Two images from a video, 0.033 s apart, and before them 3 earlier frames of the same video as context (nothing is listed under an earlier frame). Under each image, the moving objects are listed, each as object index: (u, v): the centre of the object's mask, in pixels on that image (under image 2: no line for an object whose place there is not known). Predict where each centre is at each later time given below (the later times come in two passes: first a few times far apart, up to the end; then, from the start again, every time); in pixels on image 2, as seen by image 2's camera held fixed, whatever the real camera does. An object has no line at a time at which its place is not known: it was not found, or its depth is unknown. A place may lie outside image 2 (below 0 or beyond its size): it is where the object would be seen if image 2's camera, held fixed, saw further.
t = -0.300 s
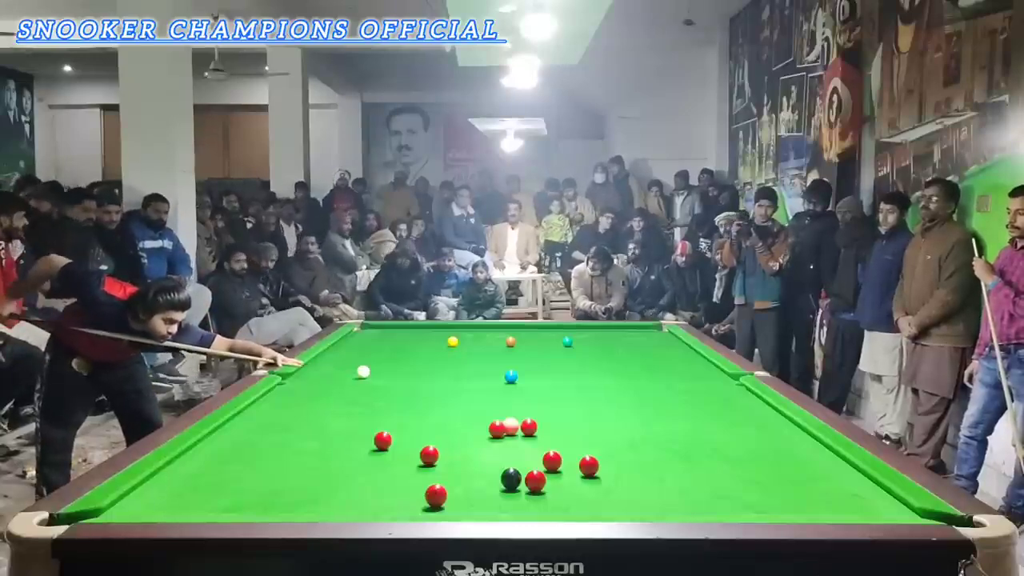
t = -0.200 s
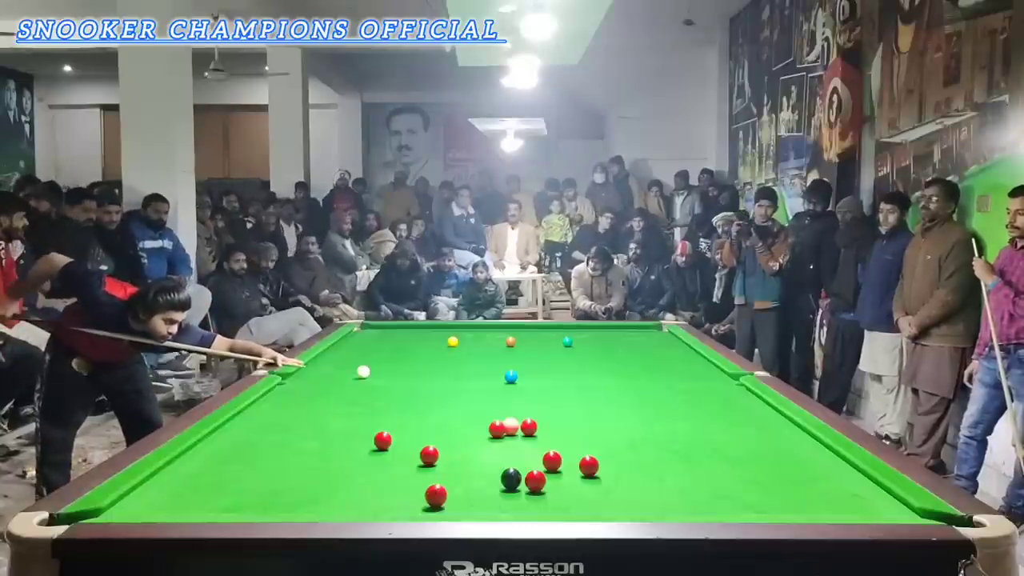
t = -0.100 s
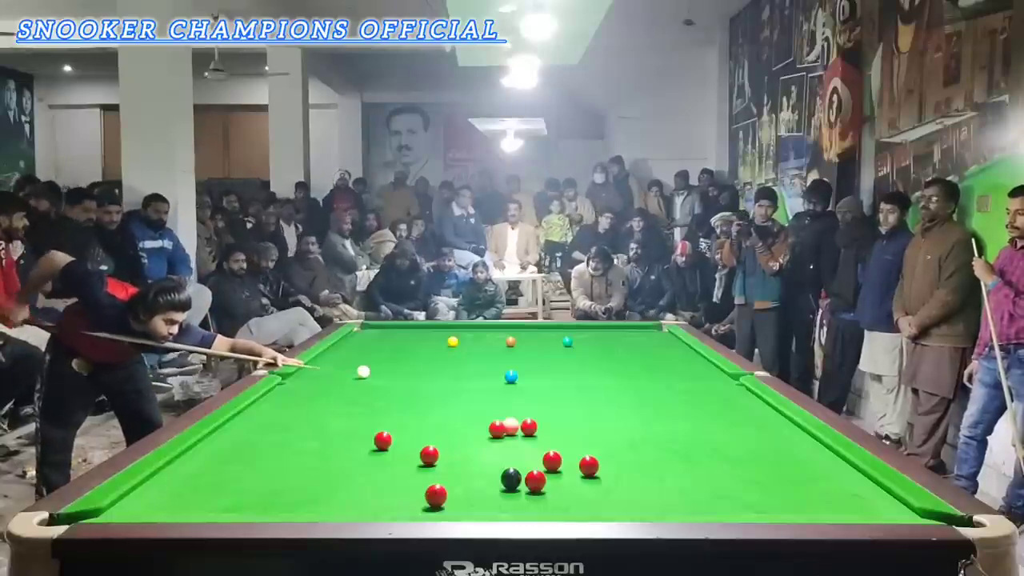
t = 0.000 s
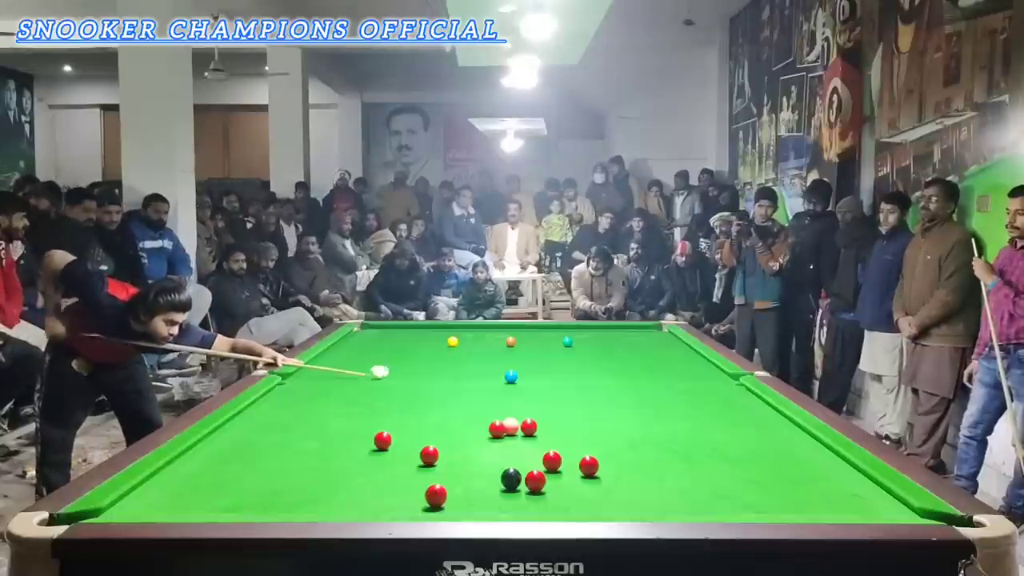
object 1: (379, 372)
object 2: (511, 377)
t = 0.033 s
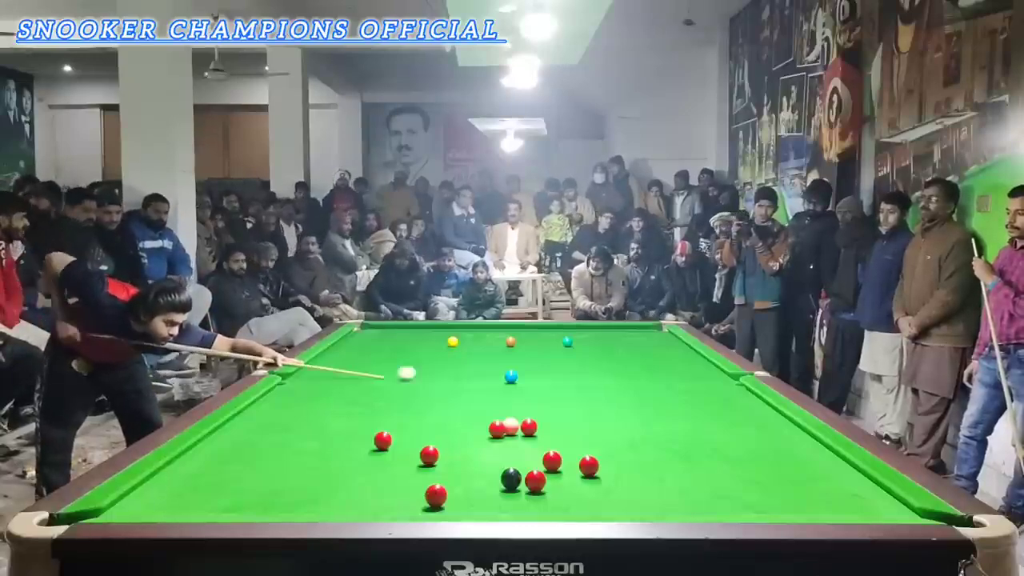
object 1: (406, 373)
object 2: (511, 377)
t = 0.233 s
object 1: (498, 378)
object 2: (568, 377)
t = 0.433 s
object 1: (491, 380)
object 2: (690, 378)
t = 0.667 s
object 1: (483, 383)
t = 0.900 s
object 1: (476, 385)
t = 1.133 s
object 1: (469, 388)
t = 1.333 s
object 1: (463, 390)
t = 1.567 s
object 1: (457, 392)
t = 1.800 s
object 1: (452, 394)
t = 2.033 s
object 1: (447, 395)
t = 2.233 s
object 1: (444, 397)
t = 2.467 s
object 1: (441, 397)
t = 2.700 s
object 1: (439, 398)
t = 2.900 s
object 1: (437, 399)
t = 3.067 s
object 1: (436, 399)
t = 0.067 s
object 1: (433, 374)
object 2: (511, 377)
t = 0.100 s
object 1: (459, 374)
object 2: (511, 377)
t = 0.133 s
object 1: (484, 376)
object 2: (511, 377)
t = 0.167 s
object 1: (498, 377)
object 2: (521, 376)
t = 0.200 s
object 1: (498, 377)
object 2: (545, 377)
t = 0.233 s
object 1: (498, 378)
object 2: (568, 377)
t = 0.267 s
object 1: (496, 378)
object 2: (590, 377)
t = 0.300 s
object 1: (495, 379)
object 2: (612, 377)
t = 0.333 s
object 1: (494, 379)
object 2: (632, 377)
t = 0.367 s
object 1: (493, 379)
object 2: (652, 378)
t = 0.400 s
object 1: (492, 380)
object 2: (671, 378)
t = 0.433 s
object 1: (491, 380)
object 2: (690, 378)
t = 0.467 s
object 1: (489, 381)
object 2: (708, 378)
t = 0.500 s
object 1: (488, 381)
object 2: (725, 378)
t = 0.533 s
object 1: (488, 381)
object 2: (743, 376)
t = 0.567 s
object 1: (486, 382)
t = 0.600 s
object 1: (485, 382)
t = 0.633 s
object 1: (484, 383)
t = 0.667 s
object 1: (483, 383)
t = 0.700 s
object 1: (482, 383)
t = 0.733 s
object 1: (481, 384)
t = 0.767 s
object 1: (480, 384)
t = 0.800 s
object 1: (479, 384)
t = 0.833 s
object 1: (478, 385)
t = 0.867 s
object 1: (477, 385)
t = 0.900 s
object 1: (476, 385)
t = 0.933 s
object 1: (475, 386)
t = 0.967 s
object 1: (474, 386)
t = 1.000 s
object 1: (473, 387)
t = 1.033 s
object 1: (472, 387)
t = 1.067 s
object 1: (471, 387)
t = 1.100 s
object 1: (470, 388)
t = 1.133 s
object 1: (469, 388)
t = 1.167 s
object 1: (468, 389)
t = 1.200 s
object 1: (467, 389)
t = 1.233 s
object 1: (466, 390)
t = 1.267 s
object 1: (465, 389)
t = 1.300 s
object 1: (464, 390)
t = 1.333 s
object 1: (463, 390)
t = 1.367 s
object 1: (462, 391)
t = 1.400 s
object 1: (461, 391)
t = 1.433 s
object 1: (460, 391)
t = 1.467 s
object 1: (459, 391)
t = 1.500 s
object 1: (459, 392)
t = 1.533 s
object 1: (458, 392)
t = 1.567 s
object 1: (457, 392)
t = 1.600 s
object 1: (456, 392)
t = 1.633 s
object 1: (455, 393)
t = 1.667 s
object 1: (455, 393)
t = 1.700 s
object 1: (454, 394)
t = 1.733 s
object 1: (453, 394)
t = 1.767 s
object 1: (452, 394)
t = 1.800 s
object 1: (452, 394)
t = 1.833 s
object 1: (451, 394)
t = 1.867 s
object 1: (451, 395)
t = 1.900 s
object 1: (450, 395)
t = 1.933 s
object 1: (449, 395)
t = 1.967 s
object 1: (449, 395)
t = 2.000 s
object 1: (448, 395)
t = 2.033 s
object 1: (447, 395)
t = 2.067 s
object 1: (447, 395)
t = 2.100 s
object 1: (446, 396)
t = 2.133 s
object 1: (446, 396)
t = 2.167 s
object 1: (445, 396)
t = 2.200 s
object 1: (445, 396)
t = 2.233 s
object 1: (444, 397)
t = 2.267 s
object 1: (444, 397)
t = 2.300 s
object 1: (443, 397)
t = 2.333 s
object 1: (443, 397)
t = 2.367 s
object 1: (442, 397)
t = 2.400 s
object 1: (442, 397)
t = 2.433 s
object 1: (442, 397)
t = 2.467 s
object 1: (441, 397)
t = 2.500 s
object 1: (441, 398)
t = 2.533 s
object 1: (440, 398)
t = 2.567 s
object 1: (440, 398)
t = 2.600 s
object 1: (440, 398)
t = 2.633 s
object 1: (439, 398)
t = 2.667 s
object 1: (439, 398)
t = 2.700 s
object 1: (439, 398)
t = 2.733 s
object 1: (438, 398)
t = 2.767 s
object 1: (438, 398)
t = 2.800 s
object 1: (438, 398)
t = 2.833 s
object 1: (438, 399)
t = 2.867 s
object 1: (437, 399)
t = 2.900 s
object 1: (437, 399)
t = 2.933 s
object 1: (437, 399)
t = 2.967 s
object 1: (437, 399)
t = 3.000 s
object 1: (437, 399)
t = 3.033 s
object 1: (436, 399)
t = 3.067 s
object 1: (436, 399)
